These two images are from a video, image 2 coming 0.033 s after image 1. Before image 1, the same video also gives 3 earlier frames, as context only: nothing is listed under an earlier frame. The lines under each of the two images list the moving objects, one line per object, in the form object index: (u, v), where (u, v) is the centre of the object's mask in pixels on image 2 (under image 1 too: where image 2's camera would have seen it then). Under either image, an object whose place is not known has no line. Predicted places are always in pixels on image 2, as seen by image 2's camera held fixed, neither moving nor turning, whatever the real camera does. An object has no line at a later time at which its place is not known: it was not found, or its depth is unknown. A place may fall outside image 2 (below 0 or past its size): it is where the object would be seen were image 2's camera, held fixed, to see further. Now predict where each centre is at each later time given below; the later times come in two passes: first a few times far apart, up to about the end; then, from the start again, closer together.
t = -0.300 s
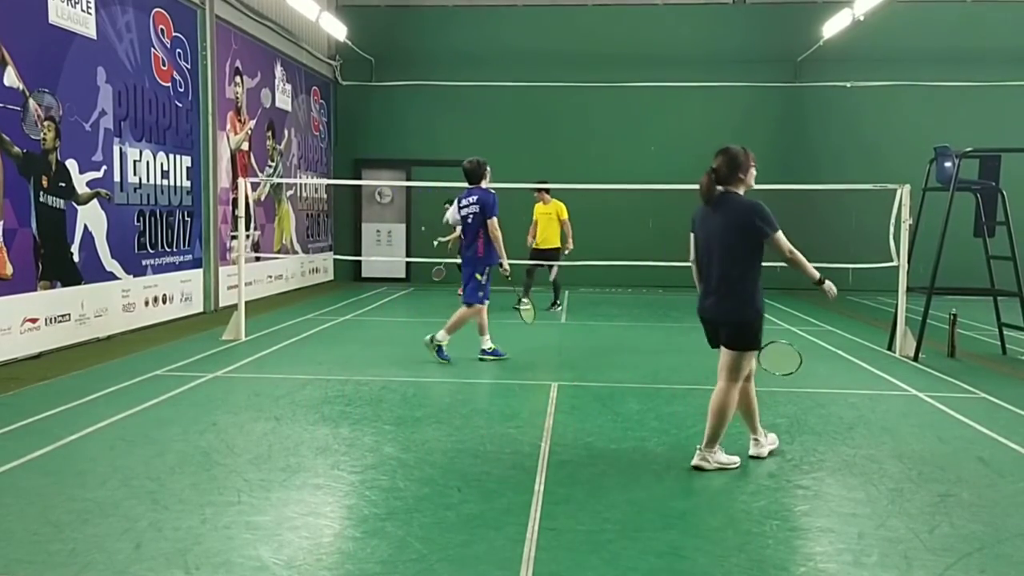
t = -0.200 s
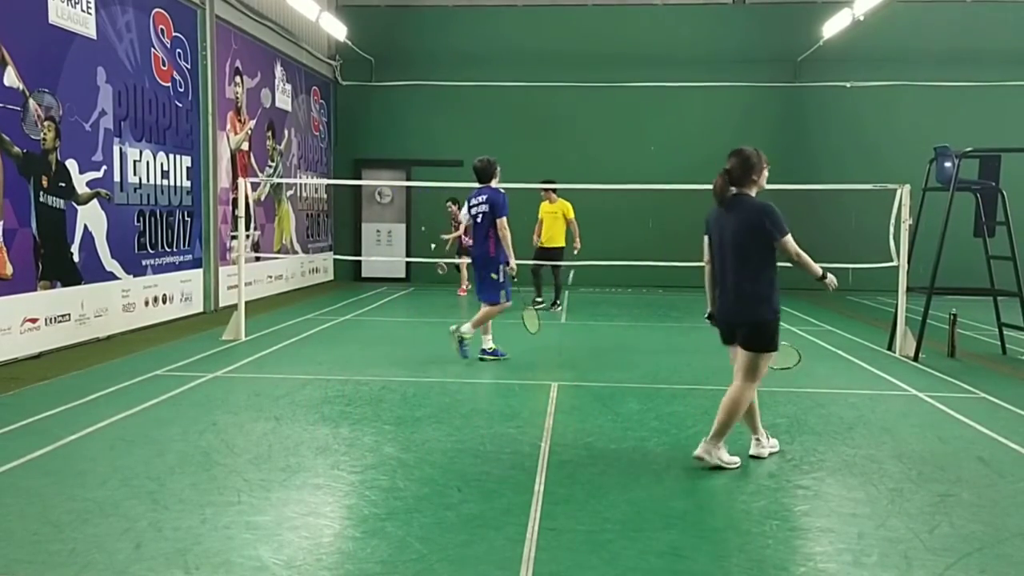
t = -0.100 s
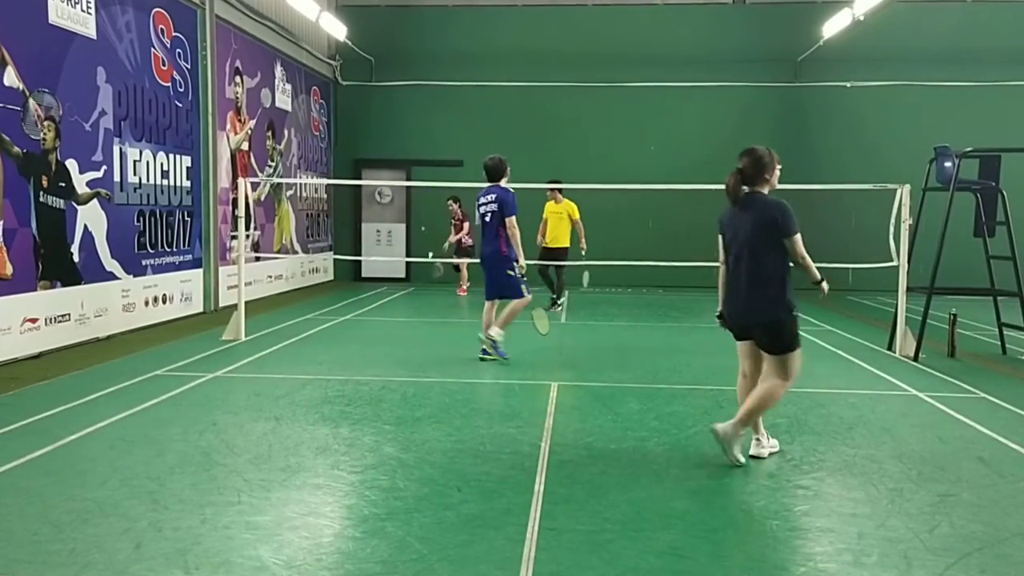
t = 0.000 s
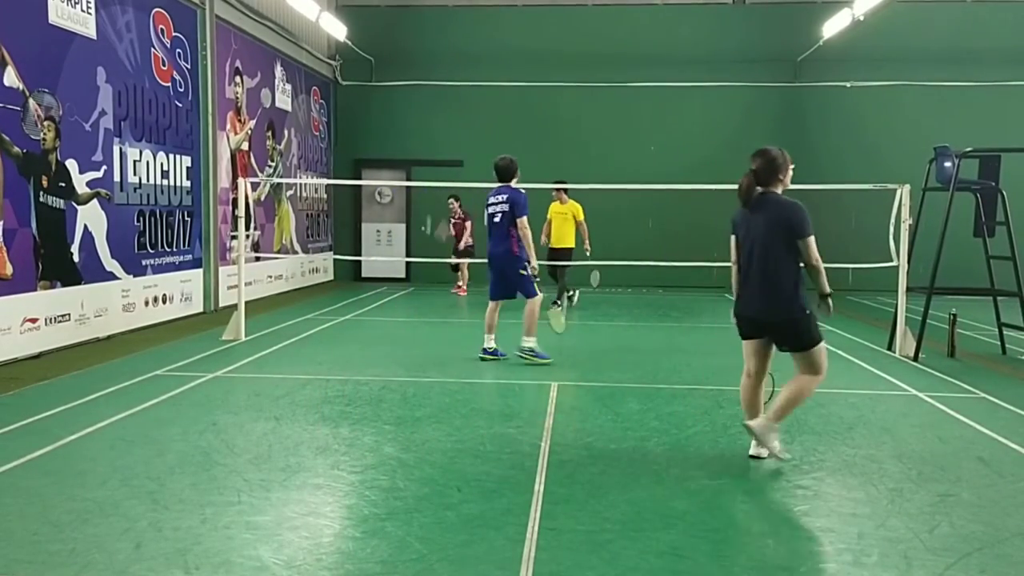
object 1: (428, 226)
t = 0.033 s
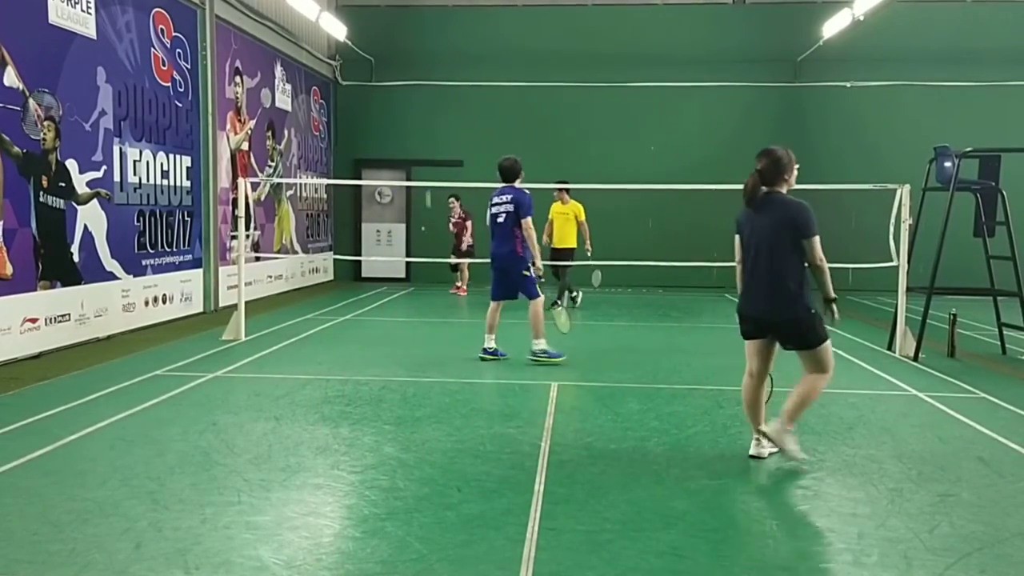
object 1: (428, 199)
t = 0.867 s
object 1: (415, 5)
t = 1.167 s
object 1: (397, 151)
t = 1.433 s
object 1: (376, 389)
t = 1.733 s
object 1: (377, 378)
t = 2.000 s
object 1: (372, 433)
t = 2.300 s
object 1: (362, 437)
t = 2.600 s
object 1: (358, 440)
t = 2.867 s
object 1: (358, 440)
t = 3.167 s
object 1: (358, 440)
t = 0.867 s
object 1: (415, 5)
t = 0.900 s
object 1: (413, 12)
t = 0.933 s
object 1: (411, 24)
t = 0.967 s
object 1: (409, 36)
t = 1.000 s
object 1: (407, 51)
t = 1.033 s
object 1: (405, 68)
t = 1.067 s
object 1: (404, 86)
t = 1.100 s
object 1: (401, 106)
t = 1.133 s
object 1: (399, 127)
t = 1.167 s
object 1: (397, 151)
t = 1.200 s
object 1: (394, 174)
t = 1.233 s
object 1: (391, 200)
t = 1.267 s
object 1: (390, 228)
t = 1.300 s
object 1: (387, 257)
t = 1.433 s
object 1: (376, 389)
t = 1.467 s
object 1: (373, 422)
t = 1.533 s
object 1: (372, 408)
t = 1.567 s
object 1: (373, 404)
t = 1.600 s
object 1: (374, 397)
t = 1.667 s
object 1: (376, 387)
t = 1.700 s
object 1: (377, 382)
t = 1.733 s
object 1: (377, 378)
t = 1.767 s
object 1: (376, 378)
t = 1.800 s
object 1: (374, 381)
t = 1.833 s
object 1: (374, 385)
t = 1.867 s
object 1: (373, 393)
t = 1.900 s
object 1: (372, 403)
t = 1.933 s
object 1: (372, 416)
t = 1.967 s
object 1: (372, 432)
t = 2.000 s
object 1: (372, 433)
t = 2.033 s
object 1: (371, 427)
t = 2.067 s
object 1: (370, 424)
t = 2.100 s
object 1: (369, 425)
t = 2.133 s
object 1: (368, 427)
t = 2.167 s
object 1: (368, 433)
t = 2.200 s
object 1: (366, 432)
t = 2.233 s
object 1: (365, 432)
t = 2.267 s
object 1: (364, 434)
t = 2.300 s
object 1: (362, 437)
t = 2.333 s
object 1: (359, 440)
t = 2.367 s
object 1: (359, 439)
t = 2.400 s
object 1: (358, 440)
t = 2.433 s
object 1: (359, 439)
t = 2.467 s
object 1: (358, 440)
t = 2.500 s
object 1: (358, 440)
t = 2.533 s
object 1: (358, 440)
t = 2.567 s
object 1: (358, 440)
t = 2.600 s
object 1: (358, 440)
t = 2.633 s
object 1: (358, 440)
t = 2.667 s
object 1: (358, 440)
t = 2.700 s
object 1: (358, 440)
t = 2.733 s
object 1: (358, 440)
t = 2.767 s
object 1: (358, 440)
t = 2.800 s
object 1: (358, 440)
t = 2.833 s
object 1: (358, 440)
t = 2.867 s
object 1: (358, 440)
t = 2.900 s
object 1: (358, 440)
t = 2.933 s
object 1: (358, 440)
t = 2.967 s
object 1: (358, 440)
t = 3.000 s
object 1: (358, 440)
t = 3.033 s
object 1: (358, 440)
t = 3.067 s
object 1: (358, 440)
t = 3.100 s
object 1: (358, 440)
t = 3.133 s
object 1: (358, 440)
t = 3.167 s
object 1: (358, 440)
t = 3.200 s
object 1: (358, 440)
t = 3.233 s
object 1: (358, 440)
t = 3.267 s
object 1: (358, 440)
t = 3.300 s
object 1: (358, 440)
